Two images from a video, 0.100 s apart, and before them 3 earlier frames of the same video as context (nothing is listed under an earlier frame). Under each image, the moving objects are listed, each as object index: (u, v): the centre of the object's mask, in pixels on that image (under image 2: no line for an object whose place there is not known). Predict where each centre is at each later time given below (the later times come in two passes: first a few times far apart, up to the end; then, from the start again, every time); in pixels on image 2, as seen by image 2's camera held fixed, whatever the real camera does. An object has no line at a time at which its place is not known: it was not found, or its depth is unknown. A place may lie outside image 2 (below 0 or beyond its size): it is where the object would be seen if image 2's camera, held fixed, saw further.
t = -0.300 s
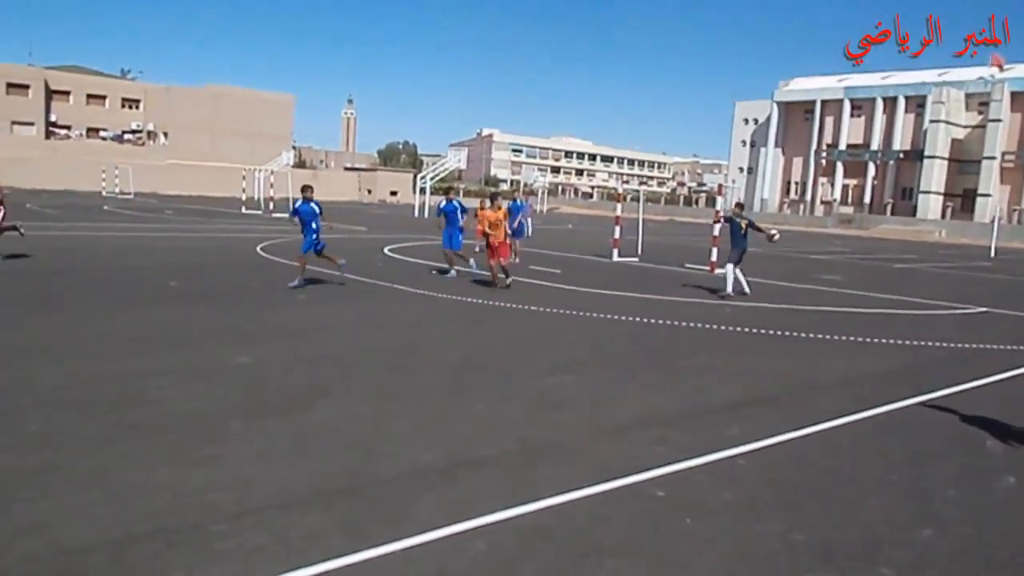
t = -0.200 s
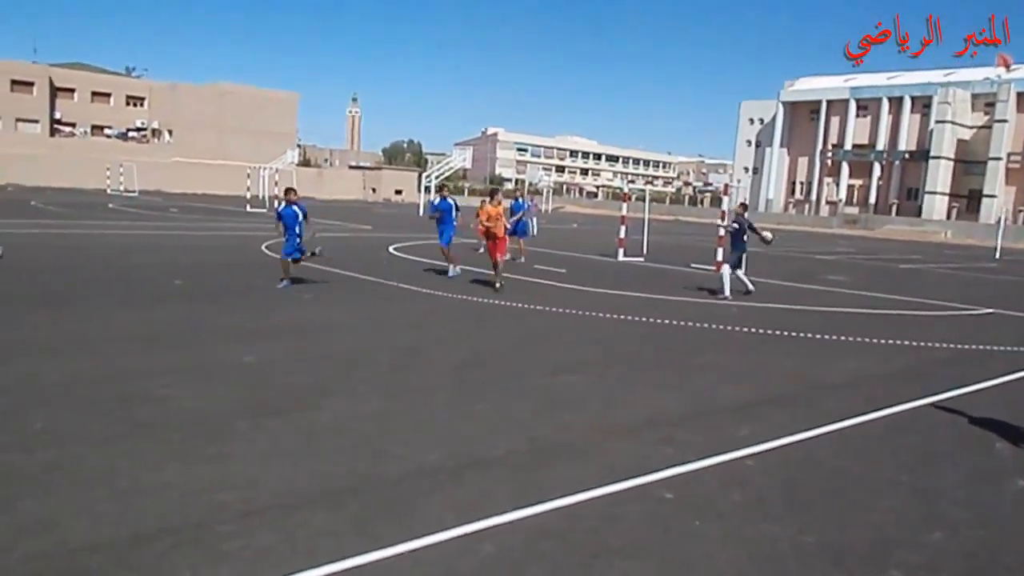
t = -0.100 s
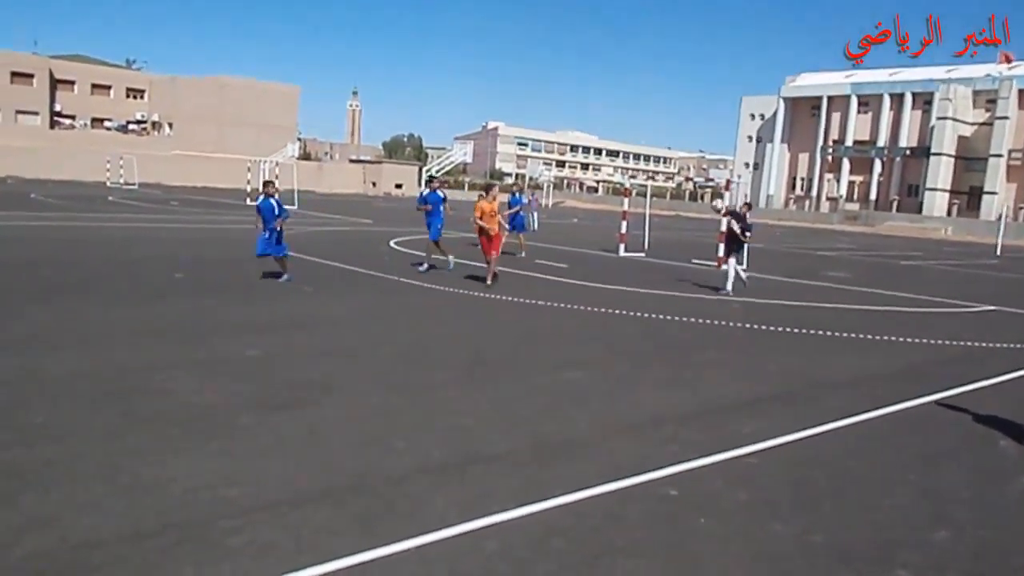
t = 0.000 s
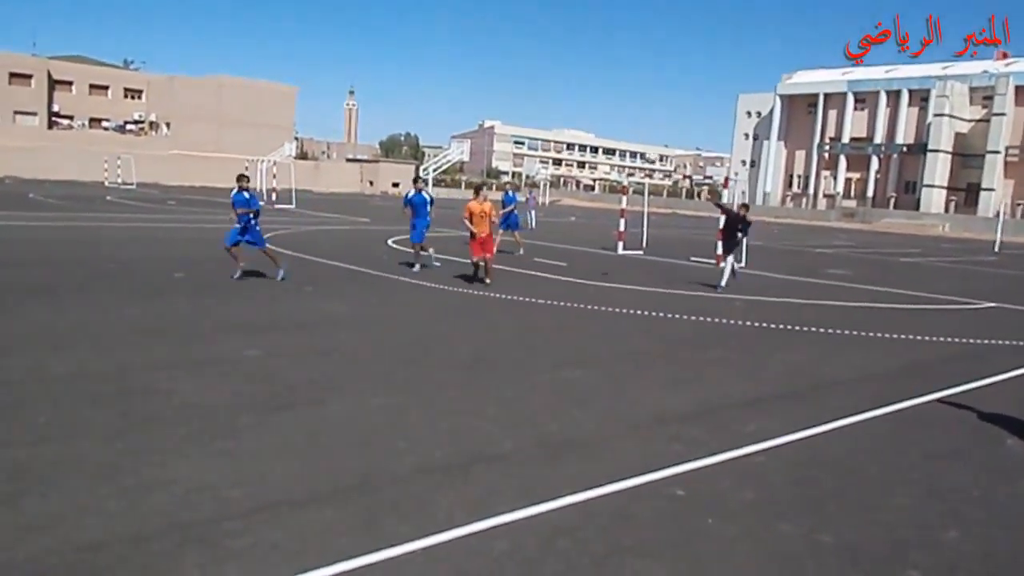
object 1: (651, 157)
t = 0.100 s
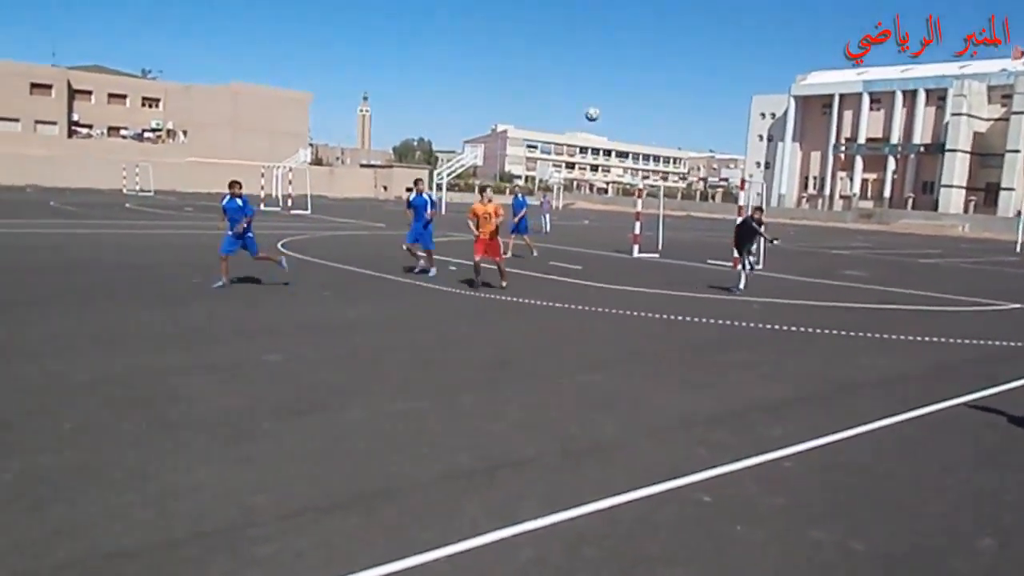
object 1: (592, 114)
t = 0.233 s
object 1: (478, 56)
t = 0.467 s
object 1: (235, -28)
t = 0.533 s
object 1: (158, -46)
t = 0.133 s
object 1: (565, 99)
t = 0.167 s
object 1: (537, 85)
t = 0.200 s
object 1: (508, 70)
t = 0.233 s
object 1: (478, 56)
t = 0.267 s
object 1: (446, 42)
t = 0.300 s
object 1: (413, 29)
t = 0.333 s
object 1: (380, 16)
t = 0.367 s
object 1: (344, 4)
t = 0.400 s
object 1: (309, -7)
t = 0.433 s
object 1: (272, -18)
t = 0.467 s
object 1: (235, -28)
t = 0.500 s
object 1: (197, -37)
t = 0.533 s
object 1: (158, -46)
